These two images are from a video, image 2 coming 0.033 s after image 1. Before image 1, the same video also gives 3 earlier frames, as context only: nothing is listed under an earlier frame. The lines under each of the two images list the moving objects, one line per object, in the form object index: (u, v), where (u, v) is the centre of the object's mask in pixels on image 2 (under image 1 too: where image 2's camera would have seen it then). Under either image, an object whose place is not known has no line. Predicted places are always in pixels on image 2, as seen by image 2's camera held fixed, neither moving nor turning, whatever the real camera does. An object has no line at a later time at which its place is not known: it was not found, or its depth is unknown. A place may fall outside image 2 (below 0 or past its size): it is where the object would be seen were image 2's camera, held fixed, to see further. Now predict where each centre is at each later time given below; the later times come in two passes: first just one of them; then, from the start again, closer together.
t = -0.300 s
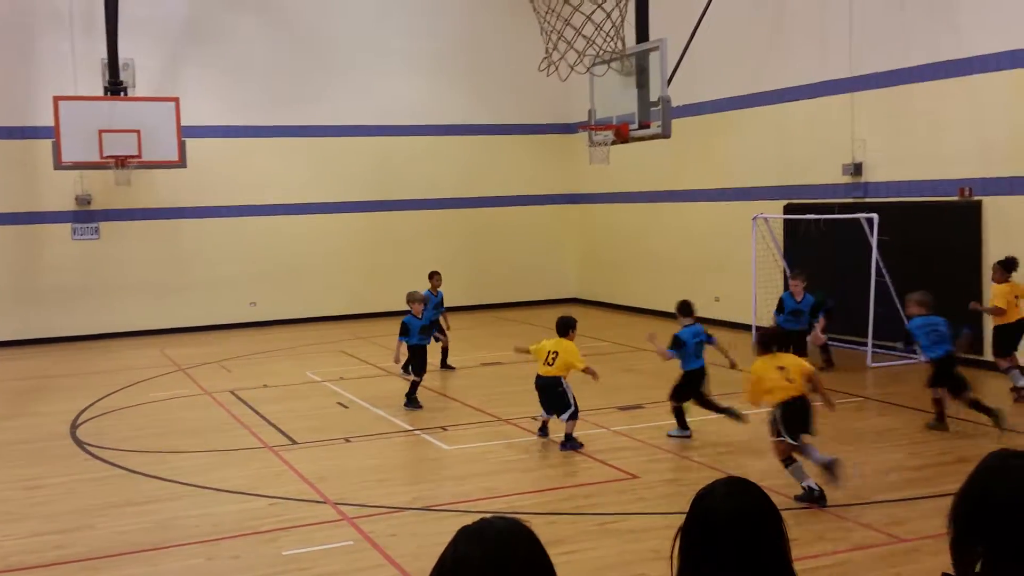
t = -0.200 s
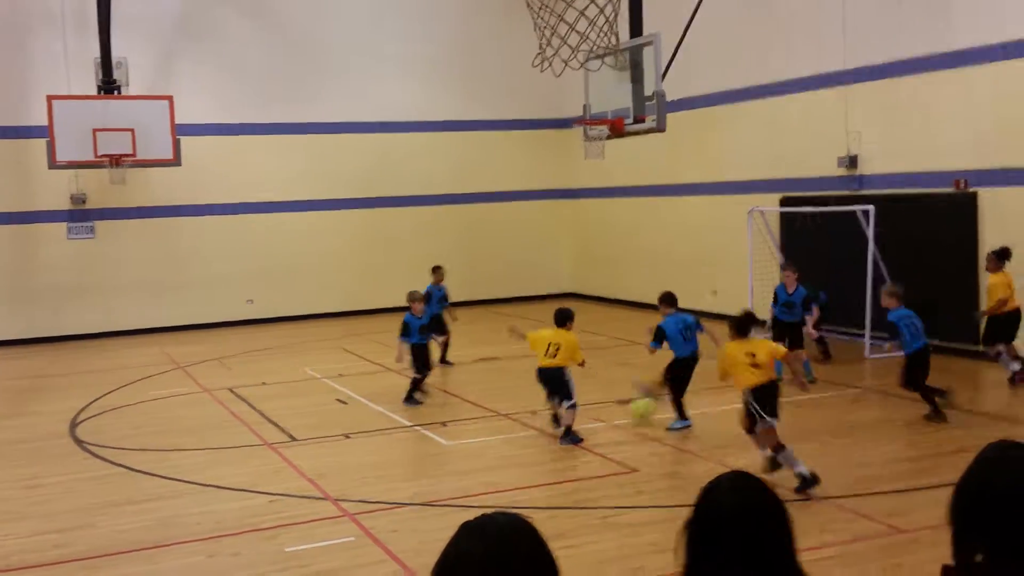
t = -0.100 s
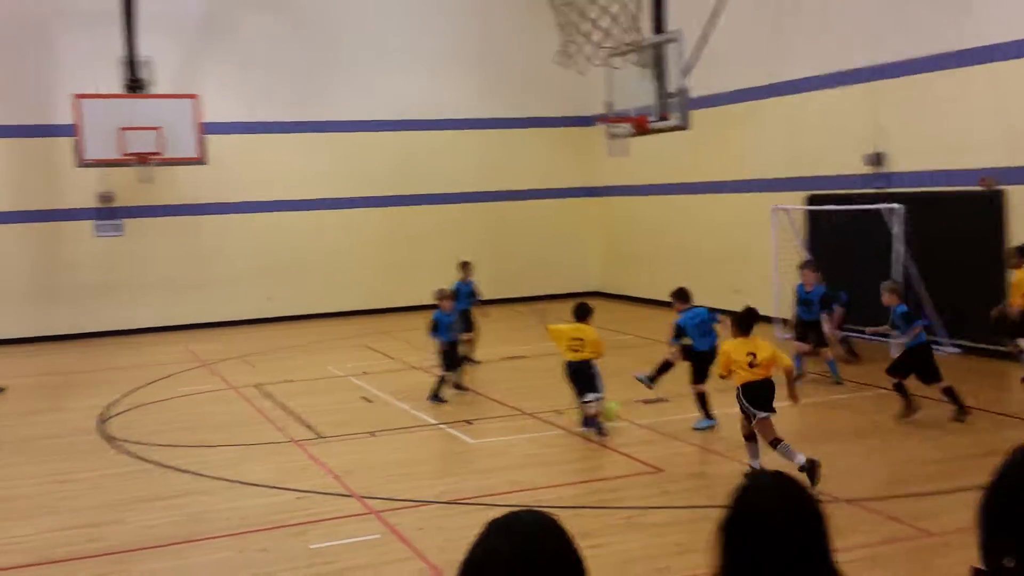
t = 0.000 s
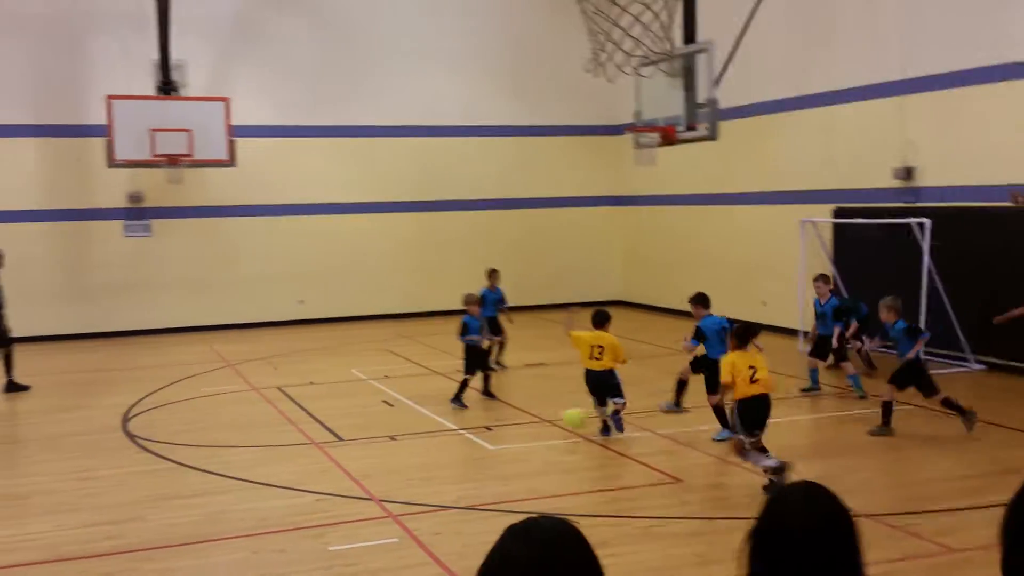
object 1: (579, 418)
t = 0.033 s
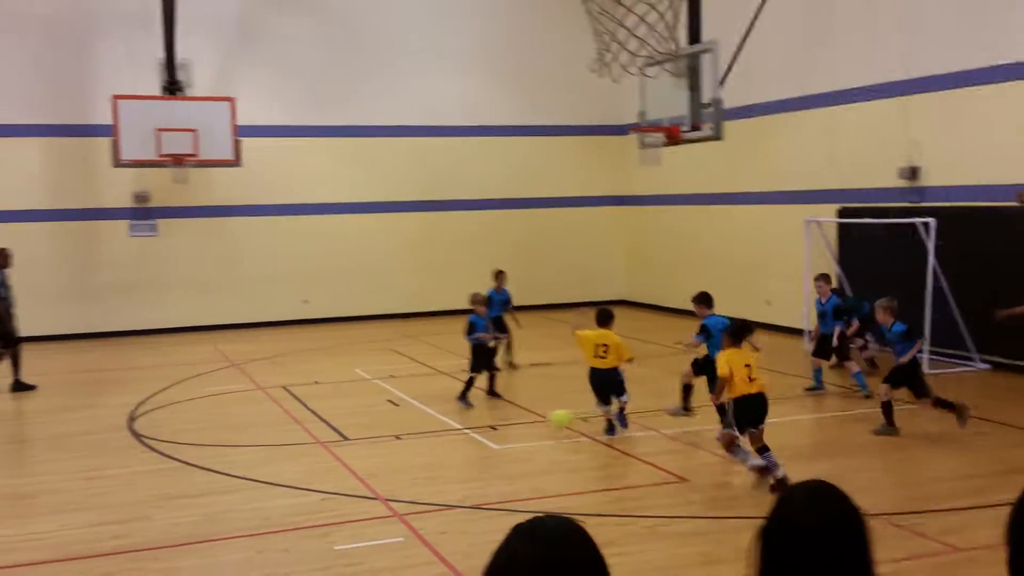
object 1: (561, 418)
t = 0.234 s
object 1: (458, 426)
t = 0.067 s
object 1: (545, 422)
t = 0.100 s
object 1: (524, 430)
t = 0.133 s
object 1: (506, 431)
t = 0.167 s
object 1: (491, 430)
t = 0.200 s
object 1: (474, 427)
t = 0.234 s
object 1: (458, 426)
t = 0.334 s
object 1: (410, 436)
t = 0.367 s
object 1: (393, 436)
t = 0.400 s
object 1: (376, 435)
